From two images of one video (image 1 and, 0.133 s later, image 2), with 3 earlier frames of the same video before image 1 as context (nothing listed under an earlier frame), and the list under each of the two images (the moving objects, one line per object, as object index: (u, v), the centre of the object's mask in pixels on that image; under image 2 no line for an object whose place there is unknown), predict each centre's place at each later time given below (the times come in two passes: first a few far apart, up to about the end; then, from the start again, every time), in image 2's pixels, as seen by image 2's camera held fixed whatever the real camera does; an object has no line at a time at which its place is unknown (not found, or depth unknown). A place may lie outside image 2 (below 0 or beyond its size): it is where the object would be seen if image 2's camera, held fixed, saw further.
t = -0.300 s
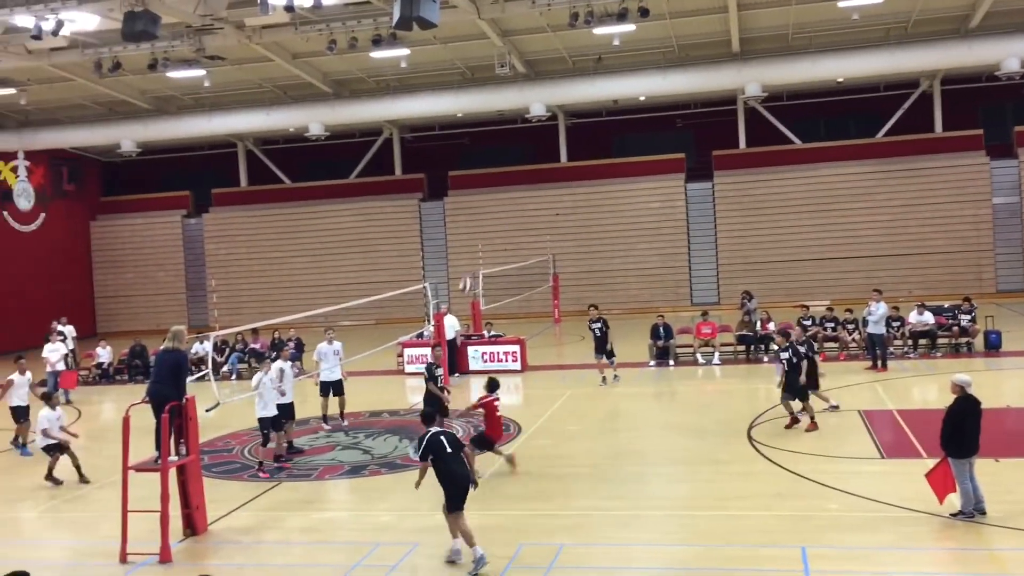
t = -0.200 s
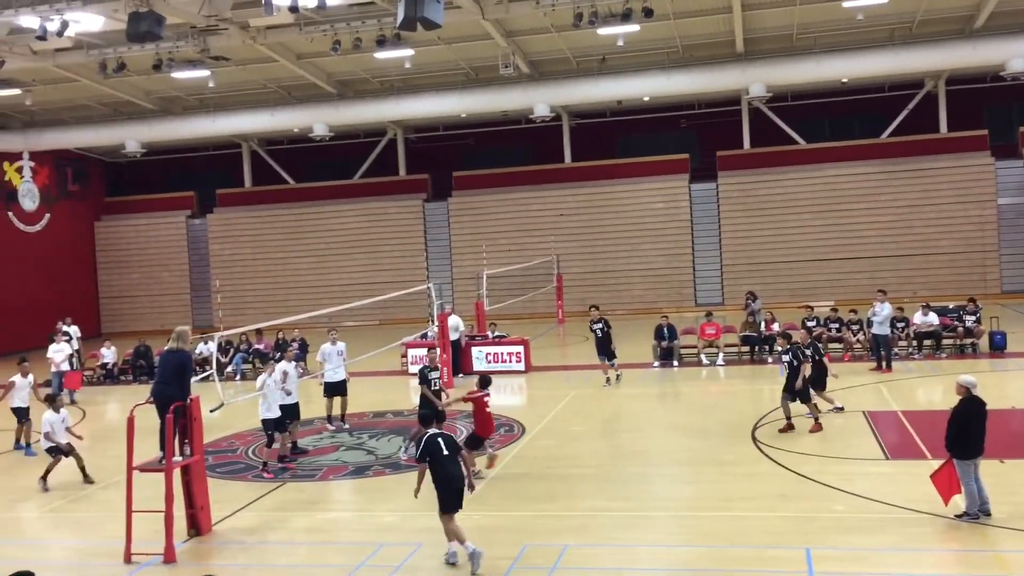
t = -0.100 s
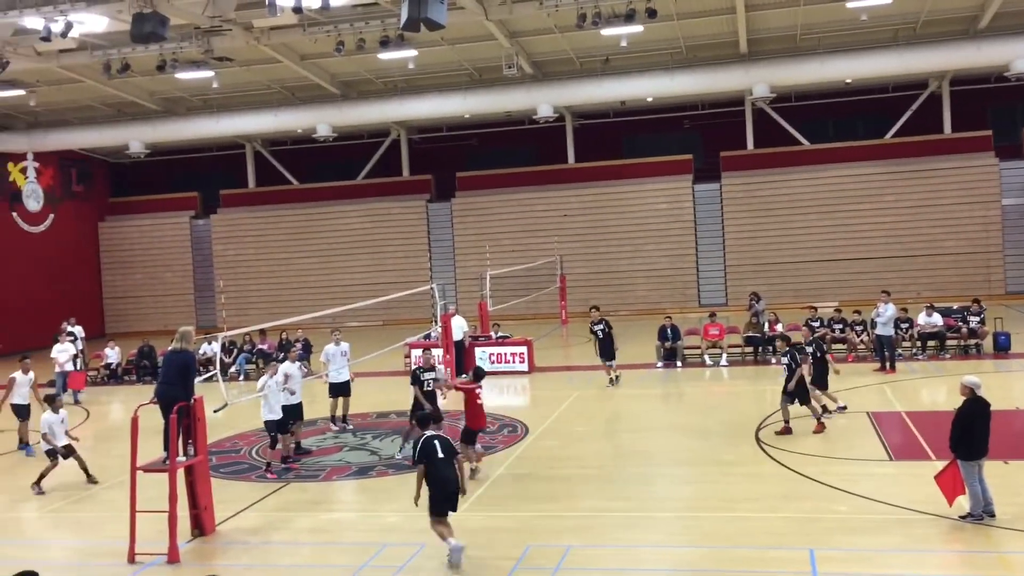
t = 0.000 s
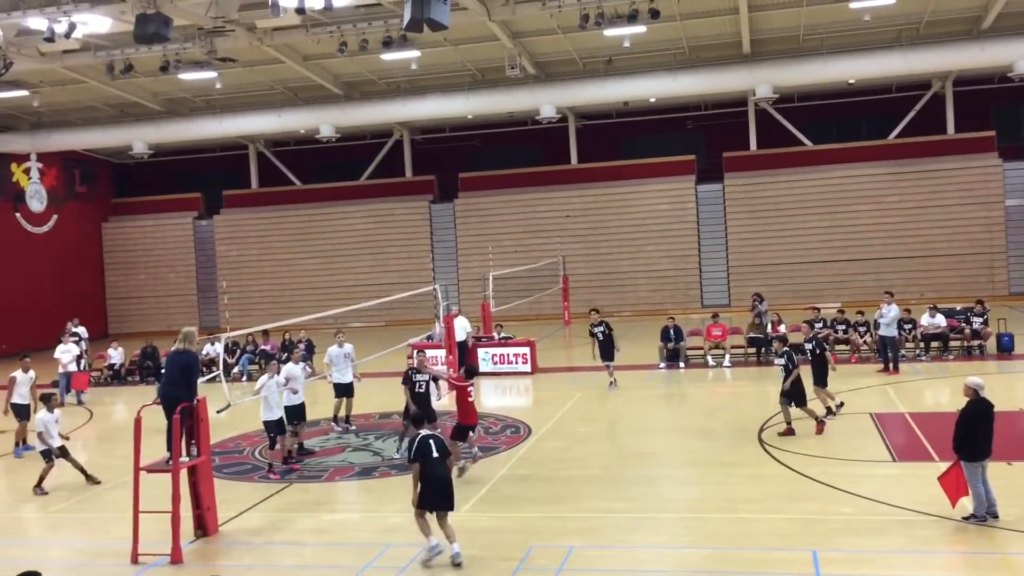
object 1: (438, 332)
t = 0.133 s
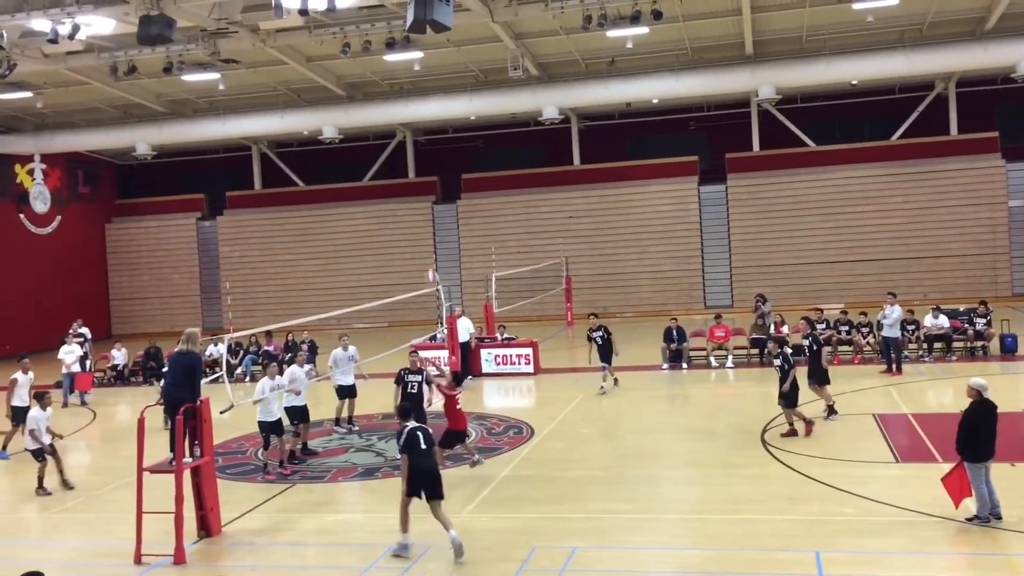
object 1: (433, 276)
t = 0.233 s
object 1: (426, 245)
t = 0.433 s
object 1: (415, 202)
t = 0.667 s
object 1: (405, 186)
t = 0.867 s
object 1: (400, 202)
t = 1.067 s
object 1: (397, 247)
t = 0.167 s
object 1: (430, 265)
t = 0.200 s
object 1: (428, 255)
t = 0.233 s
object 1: (426, 245)
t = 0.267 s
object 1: (425, 238)
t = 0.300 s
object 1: (422, 228)
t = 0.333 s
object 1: (420, 220)
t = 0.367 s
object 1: (418, 213)
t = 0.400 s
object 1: (417, 207)
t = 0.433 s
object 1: (415, 202)
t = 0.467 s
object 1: (414, 197)
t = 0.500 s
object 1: (412, 193)
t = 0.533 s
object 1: (411, 191)
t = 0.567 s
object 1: (409, 189)
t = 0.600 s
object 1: (408, 187)
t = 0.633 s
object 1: (406, 186)
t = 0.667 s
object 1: (405, 186)
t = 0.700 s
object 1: (404, 187)
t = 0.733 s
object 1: (402, 189)
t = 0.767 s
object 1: (401, 190)
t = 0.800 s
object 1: (400, 193)
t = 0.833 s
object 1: (400, 198)
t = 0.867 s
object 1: (400, 202)
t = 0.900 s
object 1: (400, 207)
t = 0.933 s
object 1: (399, 214)
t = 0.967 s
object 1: (399, 221)
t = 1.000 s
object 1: (399, 229)
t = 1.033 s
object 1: (398, 238)
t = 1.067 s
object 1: (397, 247)
